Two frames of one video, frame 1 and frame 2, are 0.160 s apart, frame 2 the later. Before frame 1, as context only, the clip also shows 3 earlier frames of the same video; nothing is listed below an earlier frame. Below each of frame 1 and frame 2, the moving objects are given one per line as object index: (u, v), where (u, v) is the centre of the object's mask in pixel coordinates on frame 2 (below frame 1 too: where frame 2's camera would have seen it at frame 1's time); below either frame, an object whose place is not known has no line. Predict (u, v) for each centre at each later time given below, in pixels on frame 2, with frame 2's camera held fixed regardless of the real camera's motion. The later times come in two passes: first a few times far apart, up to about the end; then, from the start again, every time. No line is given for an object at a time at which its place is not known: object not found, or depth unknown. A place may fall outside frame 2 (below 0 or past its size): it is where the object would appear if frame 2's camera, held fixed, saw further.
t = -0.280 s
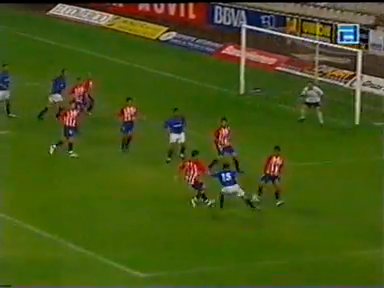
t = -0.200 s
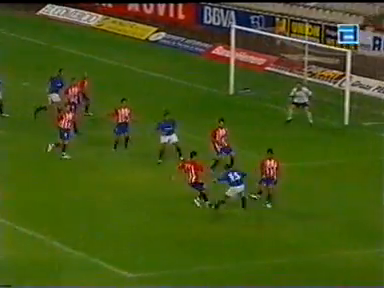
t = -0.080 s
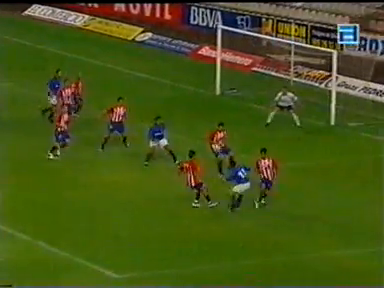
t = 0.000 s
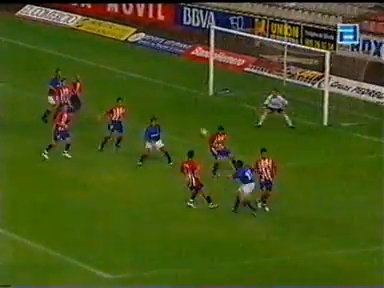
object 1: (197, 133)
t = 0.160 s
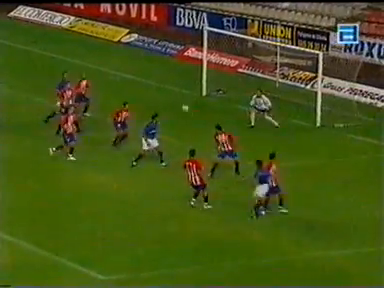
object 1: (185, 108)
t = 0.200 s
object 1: (182, 103)
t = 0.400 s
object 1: (170, 86)
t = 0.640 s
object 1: (156, 81)
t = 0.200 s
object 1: (182, 103)
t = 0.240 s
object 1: (180, 99)
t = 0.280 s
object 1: (178, 95)
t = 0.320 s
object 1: (175, 91)
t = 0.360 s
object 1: (172, 89)
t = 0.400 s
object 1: (170, 86)
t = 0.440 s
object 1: (167, 84)
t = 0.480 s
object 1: (165, 83)
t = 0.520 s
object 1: (162, 81)
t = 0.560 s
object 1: (160, 81)
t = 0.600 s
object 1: (158, 81)
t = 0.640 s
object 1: (156, 81)
